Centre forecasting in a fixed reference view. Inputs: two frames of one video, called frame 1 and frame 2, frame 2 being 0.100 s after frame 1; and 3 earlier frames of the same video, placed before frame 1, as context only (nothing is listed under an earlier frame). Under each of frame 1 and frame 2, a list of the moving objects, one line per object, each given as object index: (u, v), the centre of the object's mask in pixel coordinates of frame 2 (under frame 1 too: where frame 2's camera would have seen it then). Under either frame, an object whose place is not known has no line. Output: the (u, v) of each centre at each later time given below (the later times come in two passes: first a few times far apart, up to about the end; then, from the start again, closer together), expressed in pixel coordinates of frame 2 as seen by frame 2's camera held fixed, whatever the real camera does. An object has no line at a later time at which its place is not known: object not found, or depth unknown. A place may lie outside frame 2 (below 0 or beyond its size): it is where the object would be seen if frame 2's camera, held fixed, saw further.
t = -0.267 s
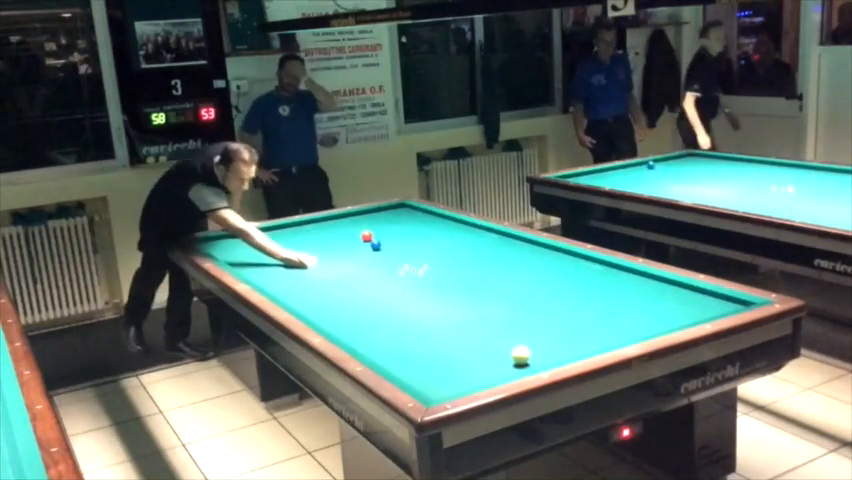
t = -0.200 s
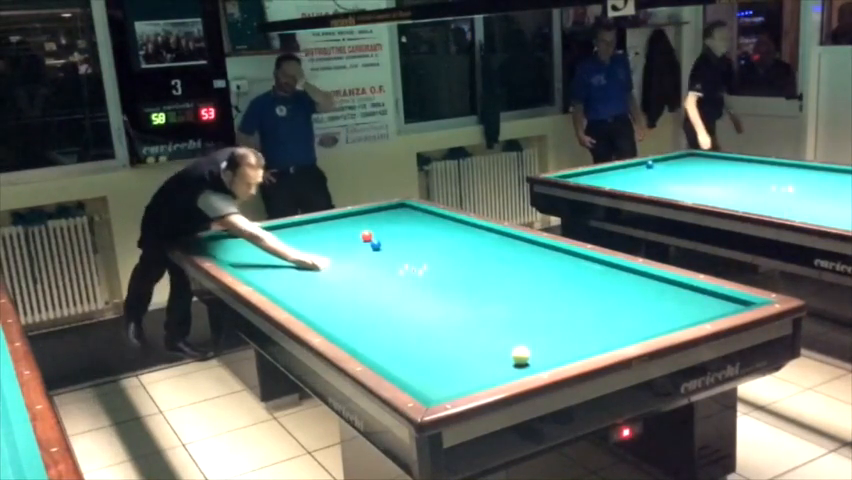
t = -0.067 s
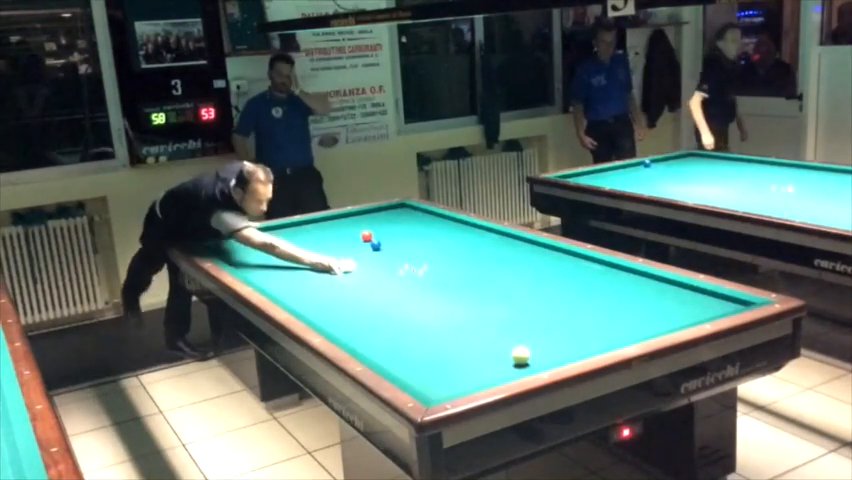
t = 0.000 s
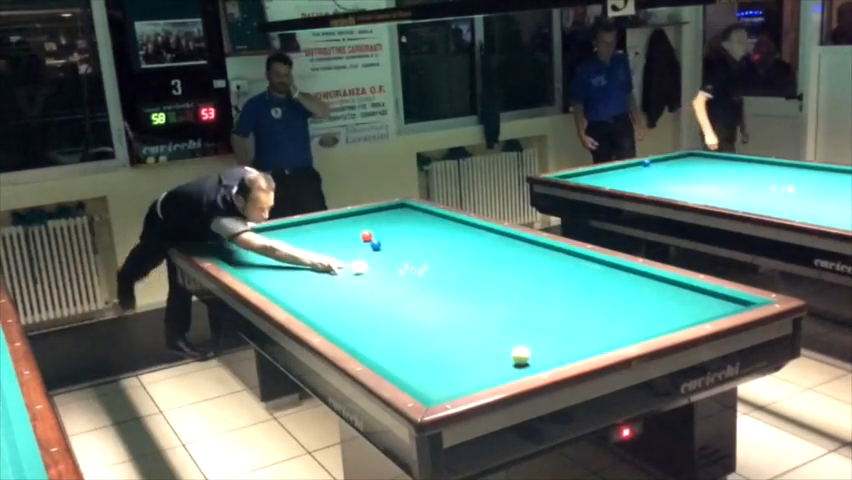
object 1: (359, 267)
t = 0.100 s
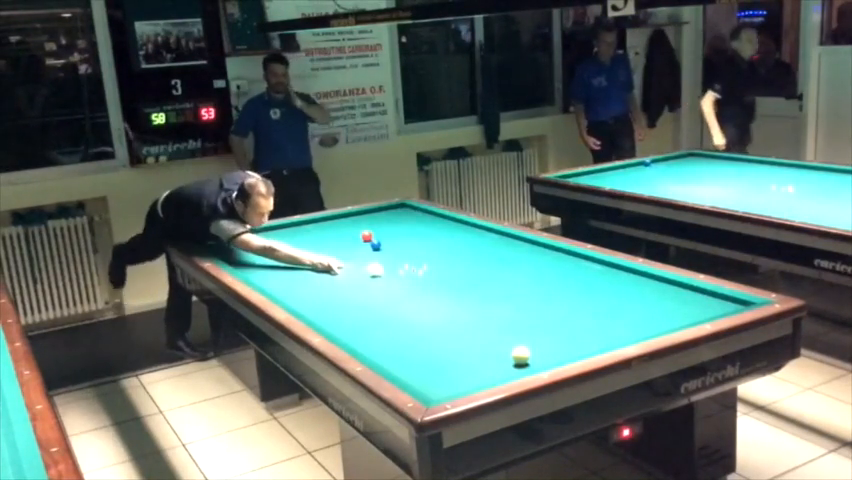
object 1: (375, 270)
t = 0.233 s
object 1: (395, 273)
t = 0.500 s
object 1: (439, 278)
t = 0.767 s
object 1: (486, 285)
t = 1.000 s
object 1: (528, 291)
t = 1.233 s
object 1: (573, 298)
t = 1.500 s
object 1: (628, 306)
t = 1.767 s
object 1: (688, 314)
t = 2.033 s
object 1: (691, 306)
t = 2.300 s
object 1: (680, 297)
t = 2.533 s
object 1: (672, 288)
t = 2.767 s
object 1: (665, 281)
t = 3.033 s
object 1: (644, 278)
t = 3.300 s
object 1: (623, 275)
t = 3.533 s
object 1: (607, 272)
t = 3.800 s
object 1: (590, 269)
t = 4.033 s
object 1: (575, 267)
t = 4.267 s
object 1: (561, 265)
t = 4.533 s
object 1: (546, 263)
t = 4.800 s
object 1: (533, 261)
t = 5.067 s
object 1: (519, 259)
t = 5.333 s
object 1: (507, 258)
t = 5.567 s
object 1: (498, 256)
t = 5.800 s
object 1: (488, 255)
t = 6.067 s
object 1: (478, 253)
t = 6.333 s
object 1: (469, 252)
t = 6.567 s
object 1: (461, 251)
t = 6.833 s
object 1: (453, 250)
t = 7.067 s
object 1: (446, 249)
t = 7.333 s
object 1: (439, 248)
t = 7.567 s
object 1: (432, 247)
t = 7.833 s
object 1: (426, 246)
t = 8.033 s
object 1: (422, 246)
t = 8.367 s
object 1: (416, 245)
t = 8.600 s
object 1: (411, 244)
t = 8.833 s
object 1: (407, 244)
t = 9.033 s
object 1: (404, 243)
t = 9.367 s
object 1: (400, 243)
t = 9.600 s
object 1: (397, 243)
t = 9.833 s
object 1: (395, 242)
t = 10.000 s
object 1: (393, 242)
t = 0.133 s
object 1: (380, 270)
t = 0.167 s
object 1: (386, 271)
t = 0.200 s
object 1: (391, 272)
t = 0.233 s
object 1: (395, 273)
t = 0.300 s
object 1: (407, 273)
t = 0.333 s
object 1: (410, 274)
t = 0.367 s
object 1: (417, 275)
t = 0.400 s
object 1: (422, 276)
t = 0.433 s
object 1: (427, 276)
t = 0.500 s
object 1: (439, 278)
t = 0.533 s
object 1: (445, 279)
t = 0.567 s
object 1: (450, 280)
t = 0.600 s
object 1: (456, 281)
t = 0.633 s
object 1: (462, 281)
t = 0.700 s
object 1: (473, 283)
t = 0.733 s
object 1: (479, 284)
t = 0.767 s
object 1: (486, 285)
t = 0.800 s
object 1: (491, 285)
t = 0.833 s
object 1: (497, 287)
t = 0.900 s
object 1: (509, 289)
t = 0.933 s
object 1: (516, 289)
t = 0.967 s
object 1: (522, 290)
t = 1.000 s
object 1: (528, 291)
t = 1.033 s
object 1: (534, 292)
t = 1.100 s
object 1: (547, 294)
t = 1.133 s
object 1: (553, 295)
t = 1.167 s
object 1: (560, 296)
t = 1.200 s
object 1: (566, 296)
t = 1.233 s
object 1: (573, 298)
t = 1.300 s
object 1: (586, 299)
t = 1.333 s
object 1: (593, 300)
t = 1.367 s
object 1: (600, 301)
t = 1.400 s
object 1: (607, 303)
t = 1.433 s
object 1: (614, 304)
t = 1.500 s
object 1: (628, 306)
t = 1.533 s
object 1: (636, 307)
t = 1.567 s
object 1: (643, 308)
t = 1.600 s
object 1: (651, 309)
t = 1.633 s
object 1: (658, 310)
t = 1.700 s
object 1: (673, 312)
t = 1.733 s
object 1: (681, 313)
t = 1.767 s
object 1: (688, 314)
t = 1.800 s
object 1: (696, 313)
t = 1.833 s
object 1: (702, 314)
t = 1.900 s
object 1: (699, 312)
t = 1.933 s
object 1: (696, 311)
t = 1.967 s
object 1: (694, 309)
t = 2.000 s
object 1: (692, 308)
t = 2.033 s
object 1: (691, 306)
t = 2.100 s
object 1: (688, 304)
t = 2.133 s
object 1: (687, 303)
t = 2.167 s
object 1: (686, 301)
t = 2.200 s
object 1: (684, 300)
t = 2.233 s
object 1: (683, 299)
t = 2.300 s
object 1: (680, 297)
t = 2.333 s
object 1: (679, 295)
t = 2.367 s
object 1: (678, 294)
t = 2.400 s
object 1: (677, 293)
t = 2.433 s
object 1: (676, 292)
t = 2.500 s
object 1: (673, 290)
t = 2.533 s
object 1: (672, 288)
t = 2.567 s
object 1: (671, 287)
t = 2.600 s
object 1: (670, 286)
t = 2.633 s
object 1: (669, 285)
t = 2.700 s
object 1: (667, 283)
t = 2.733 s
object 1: (666, 282)
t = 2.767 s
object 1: (665, 281)
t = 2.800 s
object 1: (662, 280)
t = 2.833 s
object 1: (660, 279)
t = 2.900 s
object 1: (654, 279)
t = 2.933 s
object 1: (651, 279)
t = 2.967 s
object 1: (649, 279)
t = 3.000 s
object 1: (646, 278)
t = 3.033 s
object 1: (644, 278)
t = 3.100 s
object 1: (638, 277)
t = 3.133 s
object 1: (636, 276)
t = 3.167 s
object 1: (633, 276)
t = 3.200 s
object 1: (631, 276)
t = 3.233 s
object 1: (628, 275)
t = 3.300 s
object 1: (623, 275)
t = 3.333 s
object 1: (621, 274)
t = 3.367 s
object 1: (619, 274)
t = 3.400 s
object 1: (616, 274)
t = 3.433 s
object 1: (614, 273)
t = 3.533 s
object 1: (607, 272)
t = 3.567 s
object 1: (605, 272)
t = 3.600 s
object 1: (603, 272)
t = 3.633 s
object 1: (601, 271)
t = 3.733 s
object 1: (594, 270)
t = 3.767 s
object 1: (592, 270)
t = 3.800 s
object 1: (590, 269)
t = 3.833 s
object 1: (588, 269)
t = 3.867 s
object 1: (586, 269)
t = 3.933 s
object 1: (581, 268)
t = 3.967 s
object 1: (579, 268)
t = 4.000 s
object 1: (577, 267)
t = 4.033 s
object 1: (575, 267)
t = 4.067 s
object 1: (573, 267)
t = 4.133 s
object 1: (569, 266)
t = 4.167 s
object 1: (567, 266)
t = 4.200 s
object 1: (565, 266)
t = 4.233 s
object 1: (563, 266)
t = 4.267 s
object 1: (561, 265)
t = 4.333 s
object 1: (557, 265)
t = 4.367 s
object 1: (555, 265)
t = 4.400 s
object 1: (554, 264)
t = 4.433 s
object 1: (552, 264)
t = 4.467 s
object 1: (550, 264)
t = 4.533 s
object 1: (546, 263)
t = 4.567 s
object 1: (545, 263)
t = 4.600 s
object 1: (543, 263)
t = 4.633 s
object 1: (541, 262)
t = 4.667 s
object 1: (539, 262)
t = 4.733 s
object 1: (536, 262)
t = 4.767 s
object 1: (534, 262)
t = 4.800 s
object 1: (533, 261)
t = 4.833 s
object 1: (531, 261)
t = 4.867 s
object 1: (529, 261)
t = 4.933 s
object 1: (526, 260)
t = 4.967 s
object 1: (524, 260)
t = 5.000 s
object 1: (523, 260)
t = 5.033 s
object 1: (521, 260)
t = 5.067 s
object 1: (519, 259)
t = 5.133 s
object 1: (517, 259)
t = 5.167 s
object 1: (515, 259)
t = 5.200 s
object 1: (513, 259)
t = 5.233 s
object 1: (512, 258)
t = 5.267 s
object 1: (510, 258)
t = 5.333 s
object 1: (507, 258)
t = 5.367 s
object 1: (506, 257)
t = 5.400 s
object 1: (504, 257)
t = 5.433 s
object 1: (503, 257)
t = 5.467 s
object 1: (502, 257)
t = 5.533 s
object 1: (499, 256)
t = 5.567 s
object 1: (498, 256)
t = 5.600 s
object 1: (496, 256)
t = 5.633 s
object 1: (495, 256)
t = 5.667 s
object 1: (493, 256)
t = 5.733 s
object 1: (491, 255)
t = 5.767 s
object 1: (490, 255)
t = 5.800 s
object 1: (488, 255)
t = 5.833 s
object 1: (487, 255)
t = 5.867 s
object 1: (486, 255)
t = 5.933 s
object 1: (483, 254)
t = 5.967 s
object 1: (482, 254)
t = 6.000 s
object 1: (481, 254)
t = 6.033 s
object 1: (479, 254)
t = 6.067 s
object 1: (478, 253)
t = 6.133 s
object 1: (476, 253)
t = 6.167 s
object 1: (474, 253)
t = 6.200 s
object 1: (473, 253)
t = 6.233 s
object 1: (472, 253)
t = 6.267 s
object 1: (470, 252)
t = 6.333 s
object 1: (469, 252)
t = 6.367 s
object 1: (467, 252)
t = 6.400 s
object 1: (466, 252)
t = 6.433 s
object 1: (465, 252)
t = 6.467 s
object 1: (464, 252)
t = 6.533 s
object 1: (462, 251)
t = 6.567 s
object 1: (461, 251)
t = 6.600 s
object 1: (460, 251)
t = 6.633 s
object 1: (459, 251)
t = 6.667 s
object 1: (458, 251)
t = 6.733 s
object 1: (456, 250)
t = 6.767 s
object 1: (455, 250)
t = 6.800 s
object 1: (454, 250)
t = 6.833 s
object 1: (453, 250)
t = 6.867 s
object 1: (452, 249)
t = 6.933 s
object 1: (450, 249)
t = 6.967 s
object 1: (449, 249)
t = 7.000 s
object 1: (448, 249)
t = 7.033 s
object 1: (447, 249)
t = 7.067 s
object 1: (446, 249)
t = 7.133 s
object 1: (444, 248)
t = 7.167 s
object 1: (443, 248)
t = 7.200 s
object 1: (442, 248)
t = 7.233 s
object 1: (441, 248)
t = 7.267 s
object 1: (440, 248)
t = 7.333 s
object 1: (439, 248)
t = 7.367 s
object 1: (438, 248)
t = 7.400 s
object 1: (437, 248)
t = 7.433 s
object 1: (436, 248)
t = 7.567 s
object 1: (432, 247)
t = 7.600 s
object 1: (432, 247)
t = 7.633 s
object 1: (431, 247)
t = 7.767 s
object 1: (428, 246)
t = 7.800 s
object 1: (427, 246)
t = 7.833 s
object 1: (426, 246)
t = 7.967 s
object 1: (423, 246)
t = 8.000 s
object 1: (423, 246)
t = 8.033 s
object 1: (422, 246)
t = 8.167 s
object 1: (419, 245)
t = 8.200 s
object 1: (419, 245)
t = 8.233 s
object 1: (418, 245)
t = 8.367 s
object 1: (416, 245)
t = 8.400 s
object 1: (415, 245)
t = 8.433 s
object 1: (414, 245)
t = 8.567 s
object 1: (412, 245)
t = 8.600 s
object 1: (411, 244)
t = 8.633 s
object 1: (411, 244)
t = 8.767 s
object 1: (408, 244)
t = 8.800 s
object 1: (408, 244)
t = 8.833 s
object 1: (407, 244)
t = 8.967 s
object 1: (405, 244)
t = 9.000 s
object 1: (405, 244)
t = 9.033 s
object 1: (404, 243)
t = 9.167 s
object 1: (403, 243)
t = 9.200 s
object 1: (402, 243)
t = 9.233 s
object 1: (402, 243)
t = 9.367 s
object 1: (400, 243)
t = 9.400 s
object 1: (400, 243)
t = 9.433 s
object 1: (399, 243)
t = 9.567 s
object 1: (398, 243)
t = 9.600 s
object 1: (397, 243)
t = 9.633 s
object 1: (397, 242)
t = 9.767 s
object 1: (395, 242)
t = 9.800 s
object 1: (395, 242)
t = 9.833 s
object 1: (395, 242)
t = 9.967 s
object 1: (394, 242)
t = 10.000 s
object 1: (393, 242)
